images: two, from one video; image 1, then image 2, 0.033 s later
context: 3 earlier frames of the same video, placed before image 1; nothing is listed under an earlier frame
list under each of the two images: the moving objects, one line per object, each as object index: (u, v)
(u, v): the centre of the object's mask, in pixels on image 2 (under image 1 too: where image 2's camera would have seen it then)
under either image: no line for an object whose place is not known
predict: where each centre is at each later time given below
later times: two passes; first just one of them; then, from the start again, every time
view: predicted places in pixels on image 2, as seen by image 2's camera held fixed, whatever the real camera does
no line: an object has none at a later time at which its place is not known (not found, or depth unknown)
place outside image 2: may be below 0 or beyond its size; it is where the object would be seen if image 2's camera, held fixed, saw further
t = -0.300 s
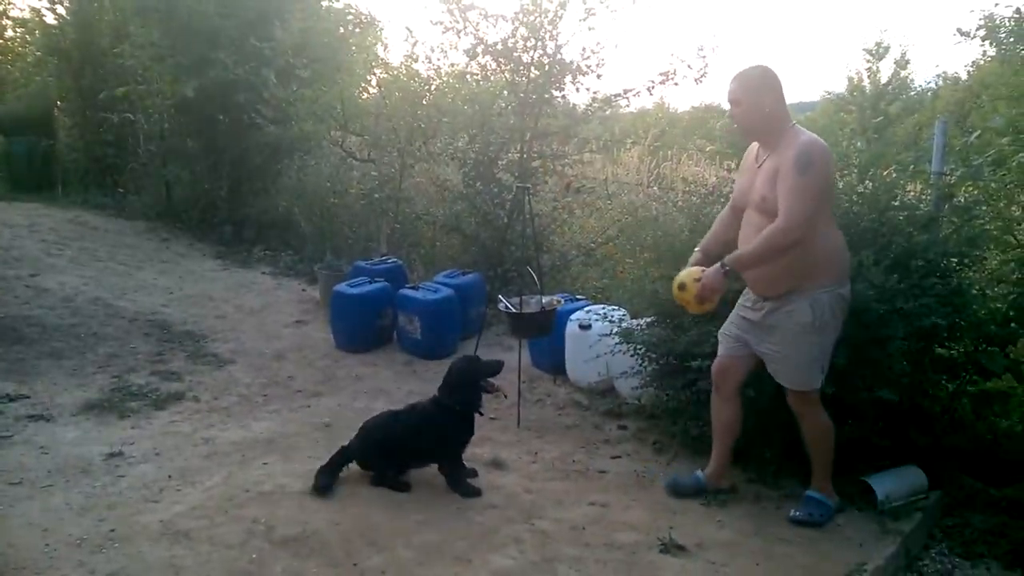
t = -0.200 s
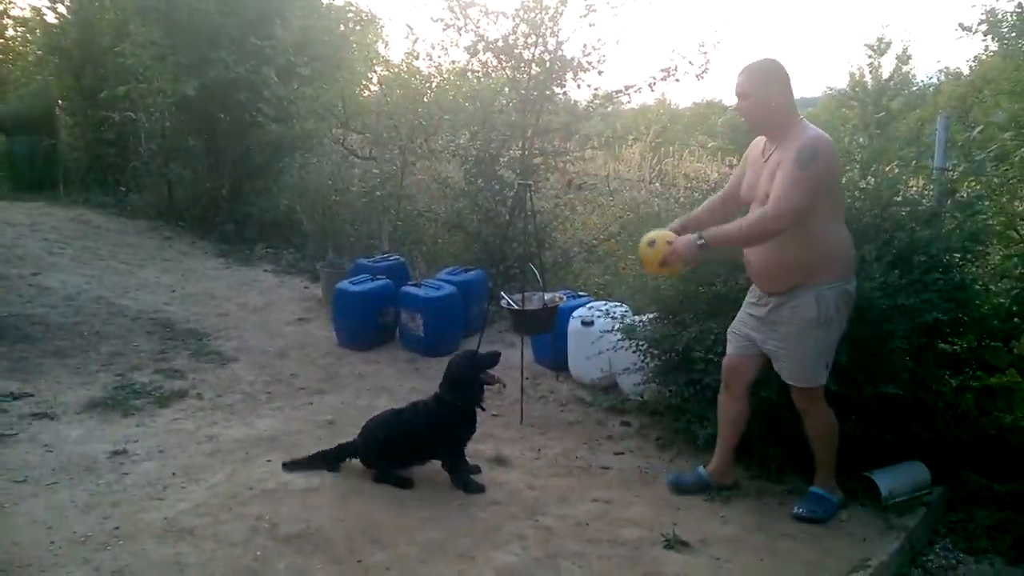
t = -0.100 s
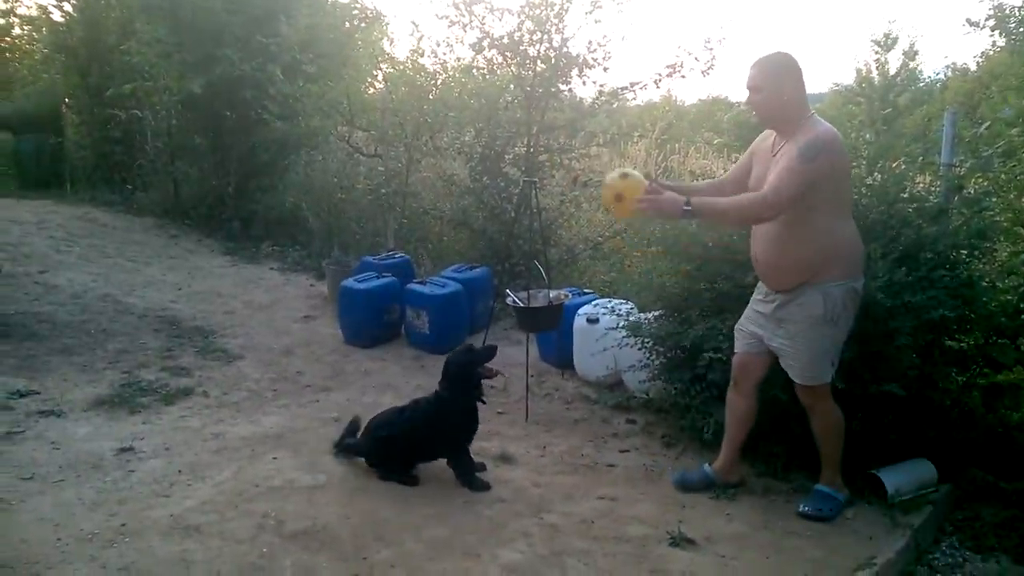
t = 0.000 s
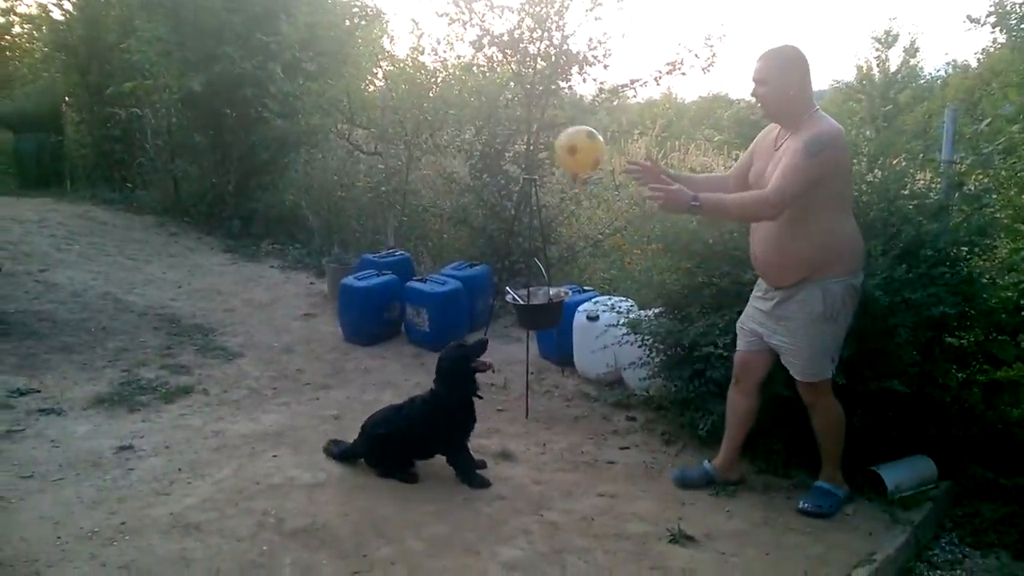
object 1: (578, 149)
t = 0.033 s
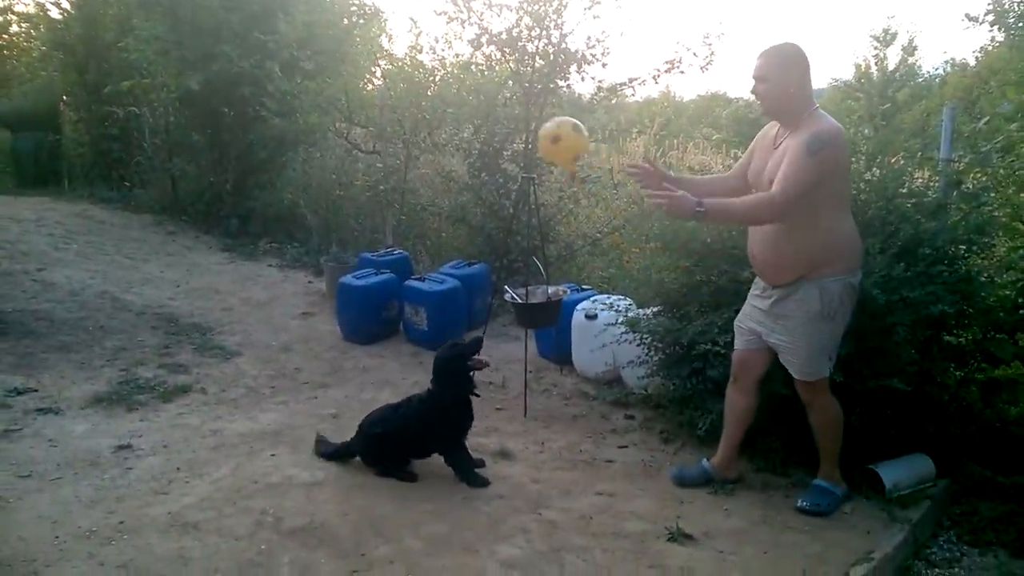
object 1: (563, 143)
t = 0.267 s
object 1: (457, 171)
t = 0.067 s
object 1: (548, 137)
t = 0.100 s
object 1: (532, 135)
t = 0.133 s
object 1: (516, 136)
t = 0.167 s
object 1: (502, 140)
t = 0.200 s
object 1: (486, 147)
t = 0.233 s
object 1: (472, 157)
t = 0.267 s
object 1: (457, 171)
